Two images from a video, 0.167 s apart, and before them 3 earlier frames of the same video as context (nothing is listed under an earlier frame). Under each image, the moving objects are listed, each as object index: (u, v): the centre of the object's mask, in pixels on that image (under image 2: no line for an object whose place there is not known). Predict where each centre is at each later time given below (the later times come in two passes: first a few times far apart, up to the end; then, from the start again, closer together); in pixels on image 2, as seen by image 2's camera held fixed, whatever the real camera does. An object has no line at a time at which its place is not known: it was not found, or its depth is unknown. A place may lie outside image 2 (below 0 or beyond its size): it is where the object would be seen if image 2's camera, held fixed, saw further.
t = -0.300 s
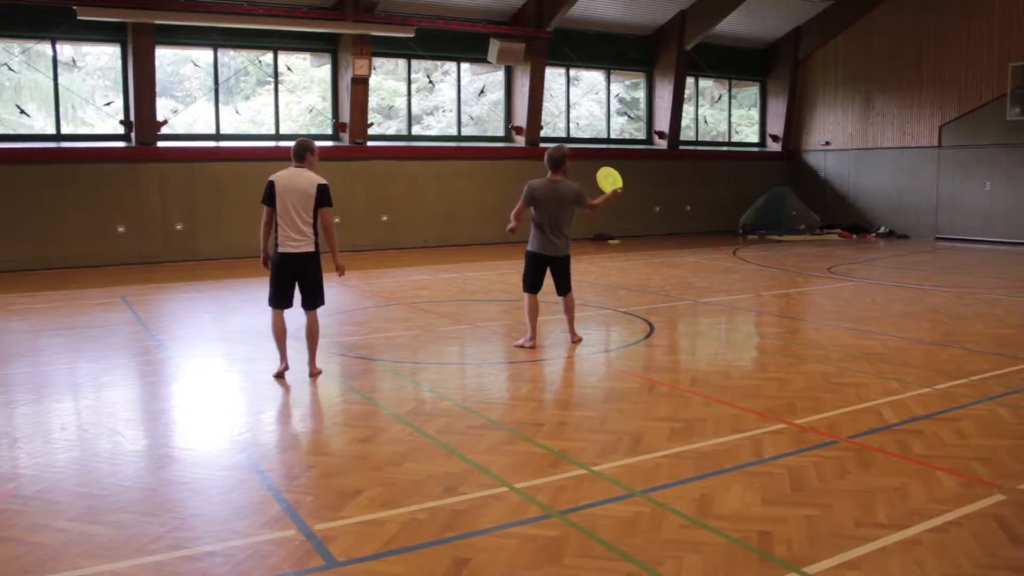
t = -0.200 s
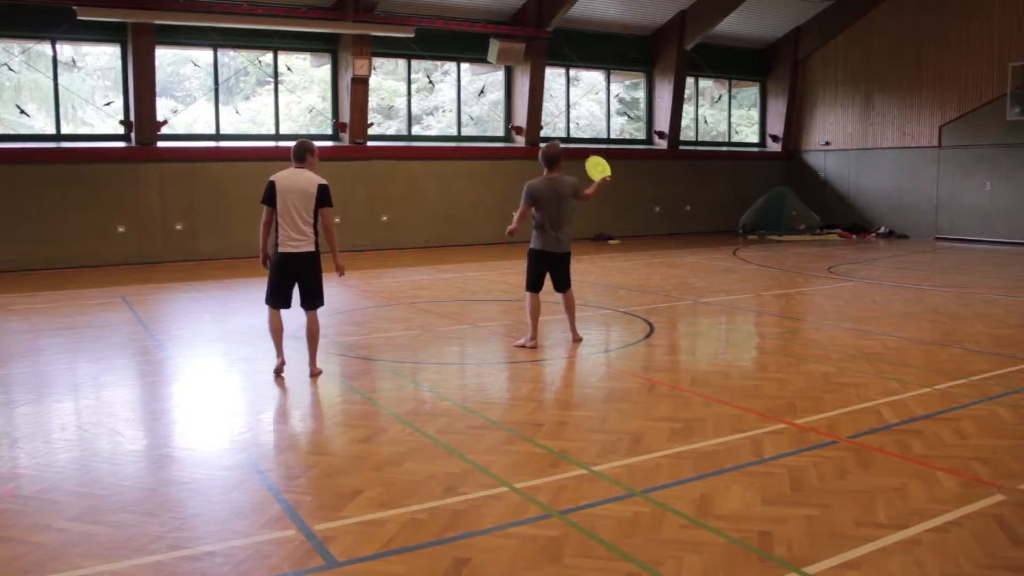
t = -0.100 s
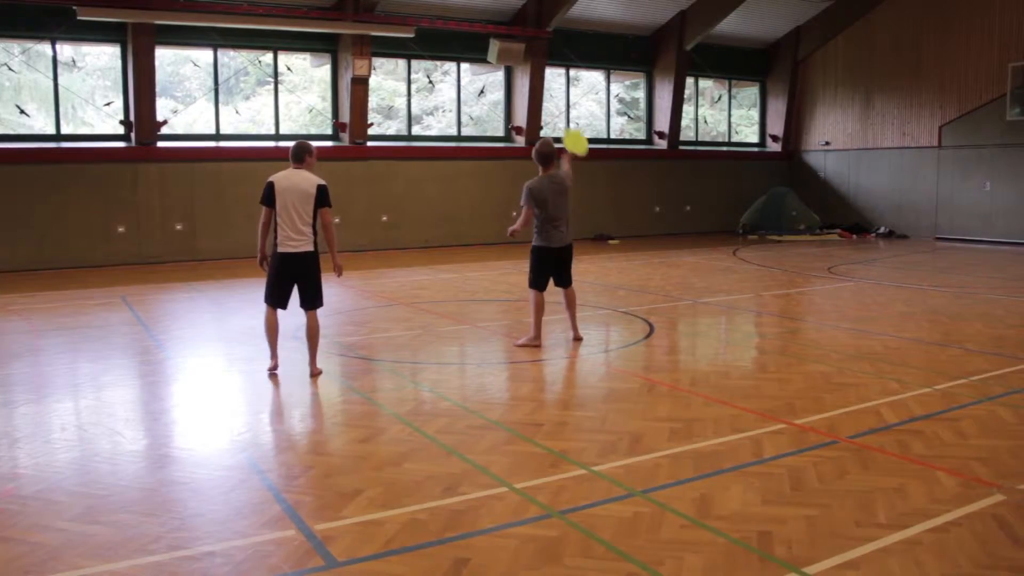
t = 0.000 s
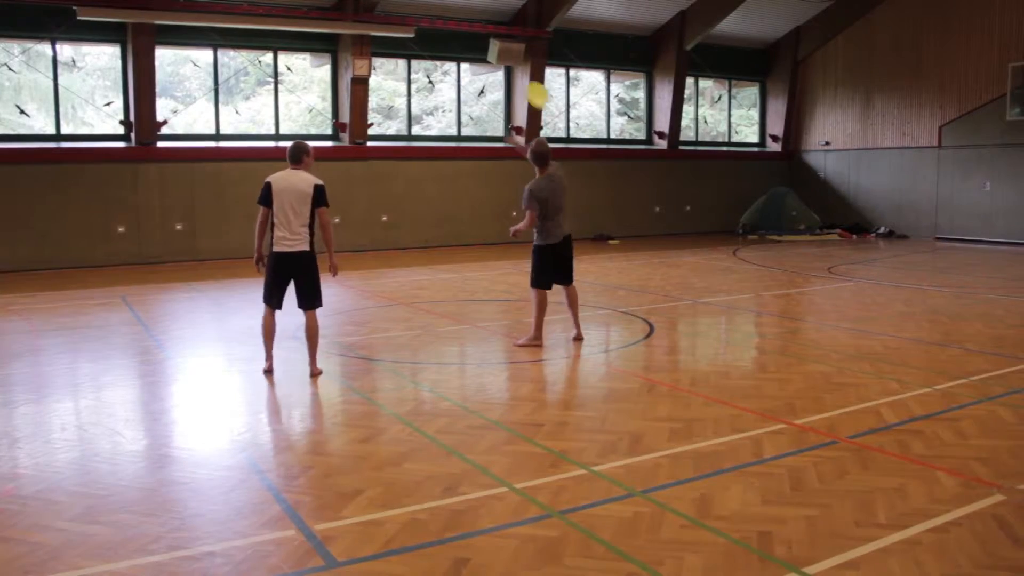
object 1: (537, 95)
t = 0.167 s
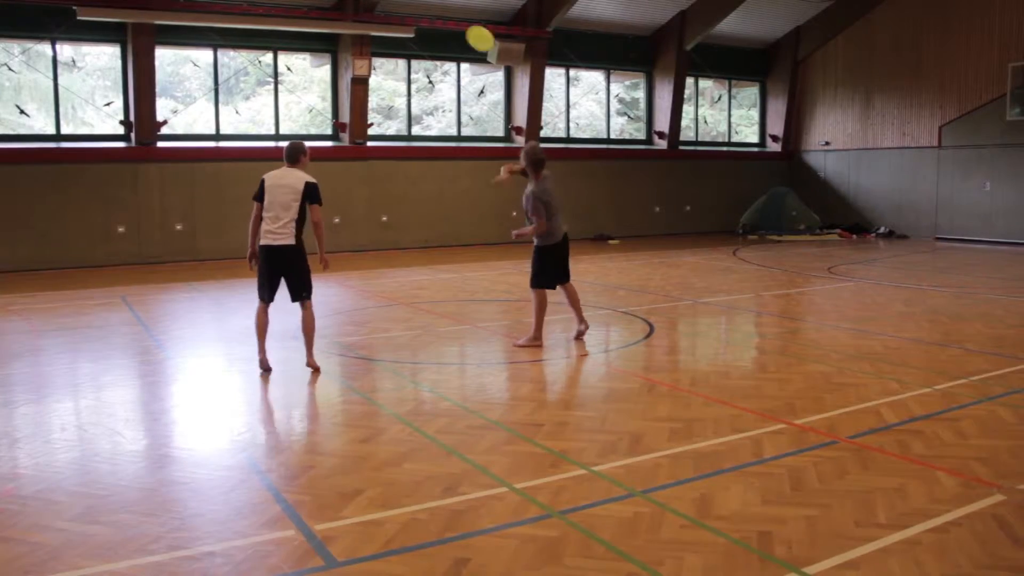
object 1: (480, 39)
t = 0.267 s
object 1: (447, 17)
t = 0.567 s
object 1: (357, 10)
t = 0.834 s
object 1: (282, 71)
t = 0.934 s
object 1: (256, 112)
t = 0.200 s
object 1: (469, 31)
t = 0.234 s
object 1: (458, 24)
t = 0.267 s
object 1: (447, 17)
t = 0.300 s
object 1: (437, 12)
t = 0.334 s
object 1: (427, 10)
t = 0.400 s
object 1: (407, 7)
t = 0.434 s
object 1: (397, 7)
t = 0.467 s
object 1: (387, 7)
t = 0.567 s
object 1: (357, 10)
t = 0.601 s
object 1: (347, 13)
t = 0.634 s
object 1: (337, 17)
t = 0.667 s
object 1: (328, 24)
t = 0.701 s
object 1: (319, 32)
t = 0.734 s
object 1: (309, 39)
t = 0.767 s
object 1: (300, 47)
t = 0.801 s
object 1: (291, 58)
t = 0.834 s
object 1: (282, 71)
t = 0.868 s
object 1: (273, 83)
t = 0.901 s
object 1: (265, 96)
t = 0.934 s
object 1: (256, 112)
